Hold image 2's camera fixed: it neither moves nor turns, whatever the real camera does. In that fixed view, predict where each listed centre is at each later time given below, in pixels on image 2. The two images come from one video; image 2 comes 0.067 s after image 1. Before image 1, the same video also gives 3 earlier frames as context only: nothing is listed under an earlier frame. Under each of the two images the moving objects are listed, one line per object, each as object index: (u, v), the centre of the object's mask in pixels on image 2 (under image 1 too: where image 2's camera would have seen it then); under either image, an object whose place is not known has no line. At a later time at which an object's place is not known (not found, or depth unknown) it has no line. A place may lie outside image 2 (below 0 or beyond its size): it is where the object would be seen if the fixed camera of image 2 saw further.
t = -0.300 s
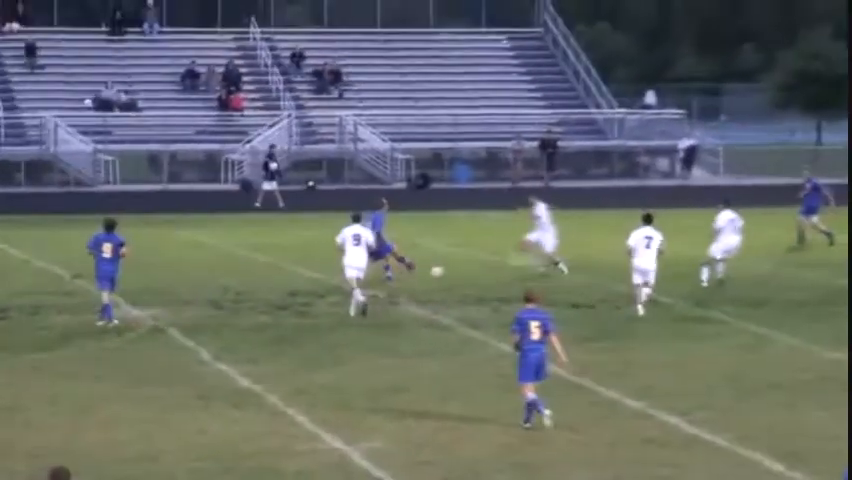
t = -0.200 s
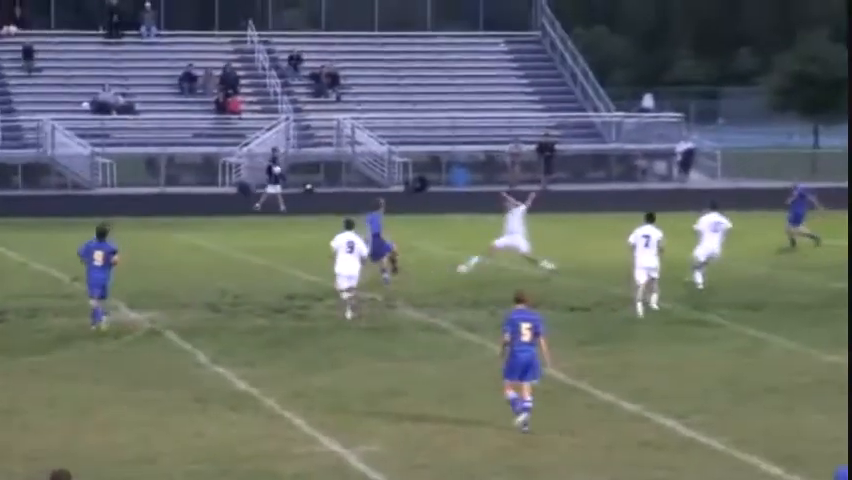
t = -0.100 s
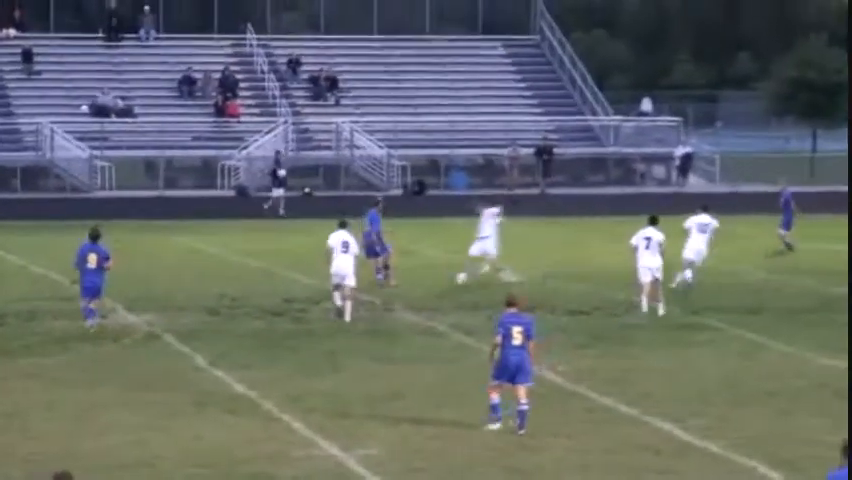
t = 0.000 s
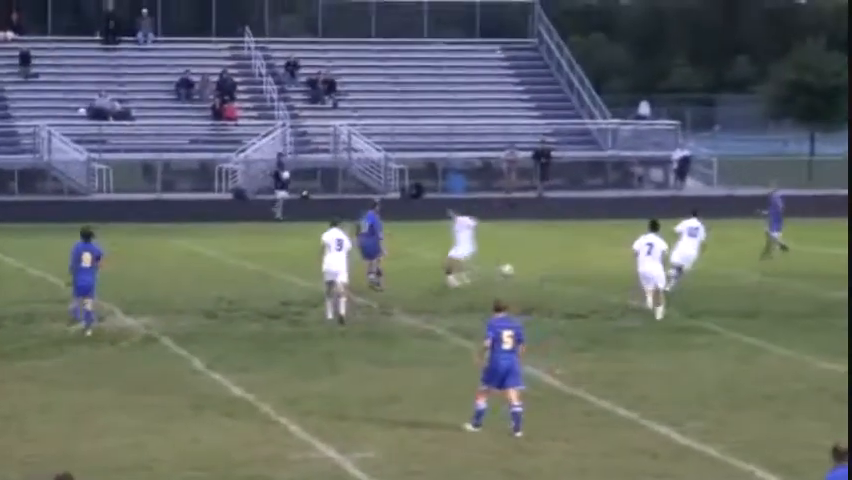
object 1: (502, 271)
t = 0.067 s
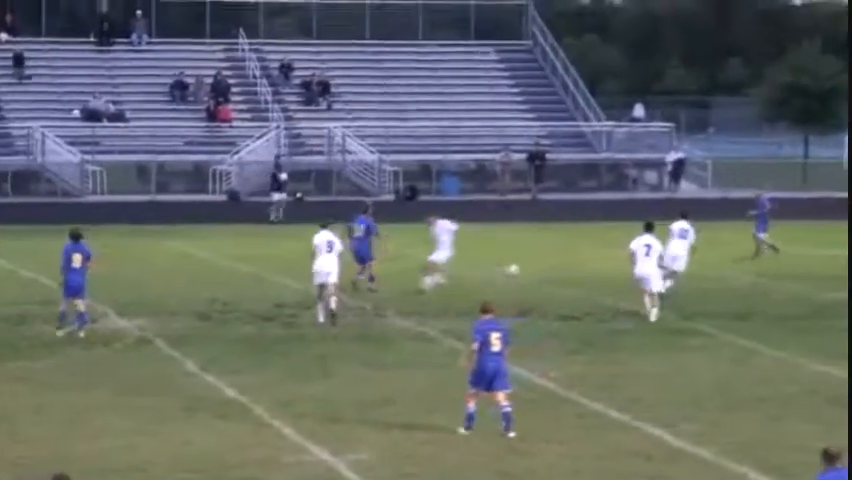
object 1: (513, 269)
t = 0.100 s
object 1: (519, 267)
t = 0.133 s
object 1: (524, 267)
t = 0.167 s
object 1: (529, 266)
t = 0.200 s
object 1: (534, 266)
